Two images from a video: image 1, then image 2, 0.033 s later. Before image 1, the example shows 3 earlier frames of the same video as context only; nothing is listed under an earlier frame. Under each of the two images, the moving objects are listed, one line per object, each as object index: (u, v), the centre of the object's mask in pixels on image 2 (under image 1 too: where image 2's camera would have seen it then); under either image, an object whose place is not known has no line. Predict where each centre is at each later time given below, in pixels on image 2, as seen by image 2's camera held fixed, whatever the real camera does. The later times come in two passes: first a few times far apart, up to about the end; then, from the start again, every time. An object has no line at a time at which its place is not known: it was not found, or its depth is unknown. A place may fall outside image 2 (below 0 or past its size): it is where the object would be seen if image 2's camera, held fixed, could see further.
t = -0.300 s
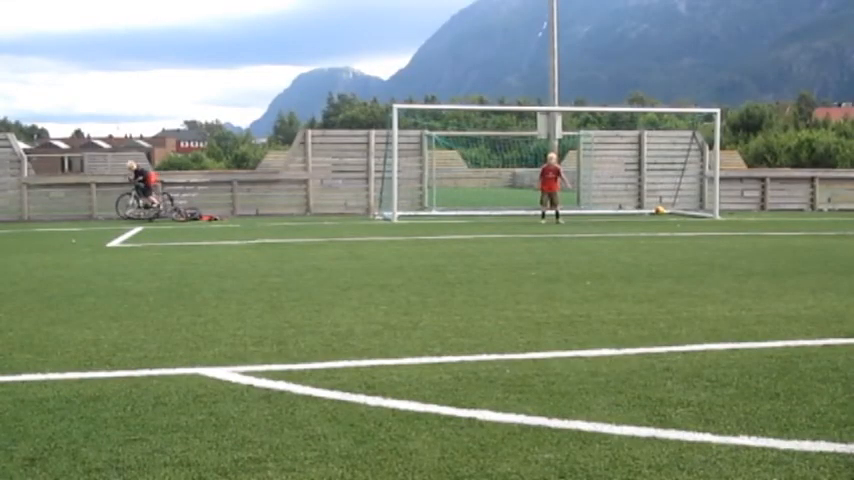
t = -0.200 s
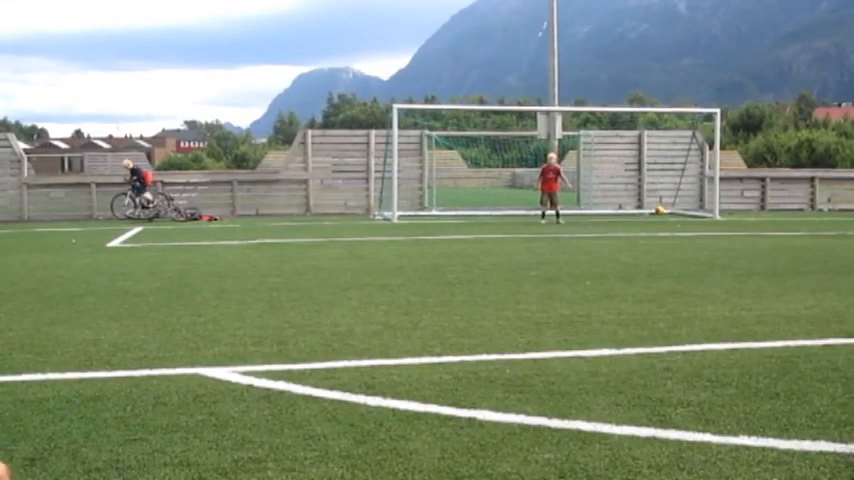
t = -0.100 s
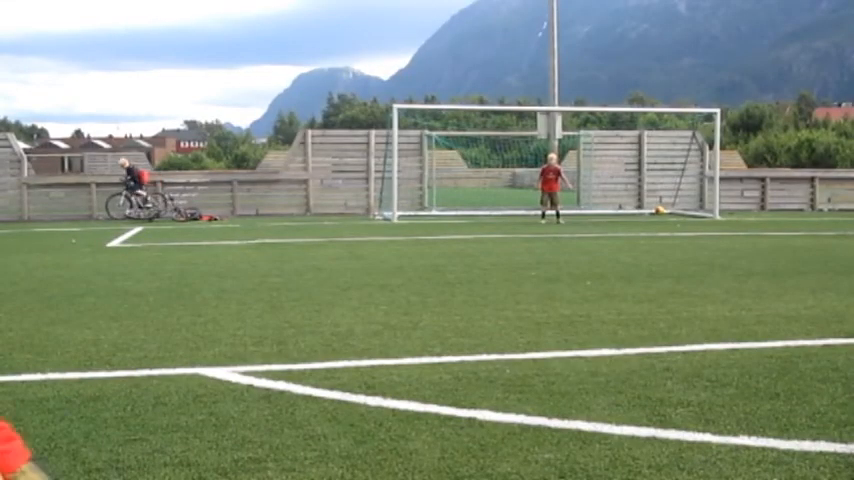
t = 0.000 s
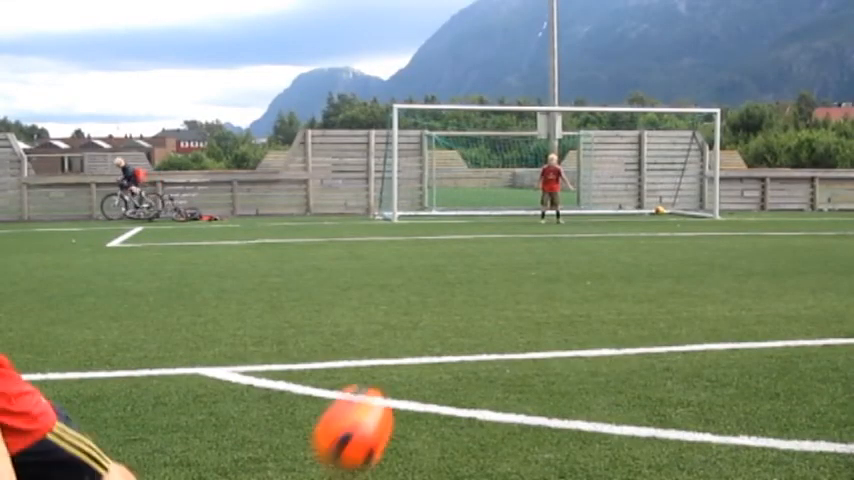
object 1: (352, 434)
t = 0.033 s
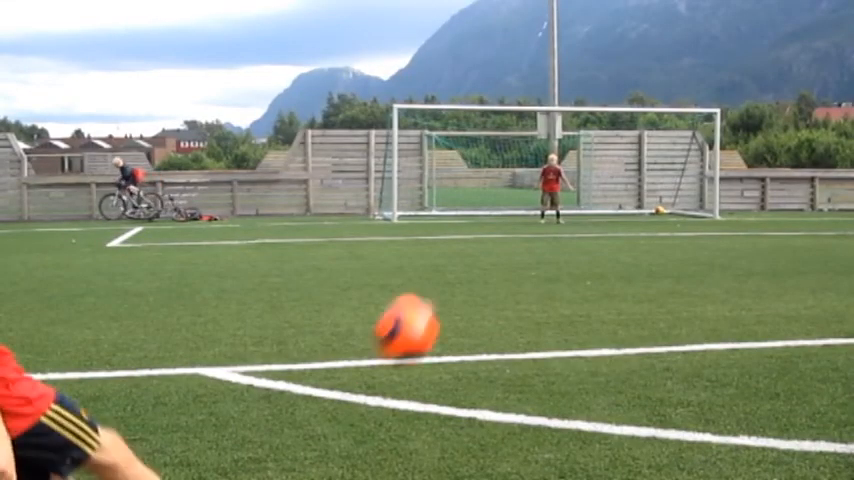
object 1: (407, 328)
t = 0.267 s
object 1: (555, 72)
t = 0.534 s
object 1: (602, 22)
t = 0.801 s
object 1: (622, 31)
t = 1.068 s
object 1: (633, 65)
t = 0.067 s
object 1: (444, 258)
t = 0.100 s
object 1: (475, 204)
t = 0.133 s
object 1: (497, 164)
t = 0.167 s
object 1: (516, 133)
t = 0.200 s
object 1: (531, 108)
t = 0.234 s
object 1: (544, 89)
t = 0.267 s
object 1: (555, 72)
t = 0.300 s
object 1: (564, 60)
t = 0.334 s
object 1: (572, 50)
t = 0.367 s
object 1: (580, 41)
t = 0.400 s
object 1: (585, 35)
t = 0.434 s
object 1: (590, 30)
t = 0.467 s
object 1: (595, 26)
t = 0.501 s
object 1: (599, 23)
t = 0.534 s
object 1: (602, 22)
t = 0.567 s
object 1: (605, 21)
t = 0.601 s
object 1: (608, 21)
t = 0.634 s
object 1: (611, 21)
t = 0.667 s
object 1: (613, 22)
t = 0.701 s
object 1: (616, 24)
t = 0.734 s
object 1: (618, 26)
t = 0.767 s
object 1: (620, 28)
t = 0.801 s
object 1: (622, 31)
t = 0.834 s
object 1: (623, 34)
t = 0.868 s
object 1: (625, 38)
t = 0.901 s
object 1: (627, 42)
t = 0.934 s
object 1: (628, 46)
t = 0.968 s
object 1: (630, 50)
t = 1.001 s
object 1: (631, 55)
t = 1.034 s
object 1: (632, 60)
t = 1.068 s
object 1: (633, 65)
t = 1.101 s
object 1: (633, 70)
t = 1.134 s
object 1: (634, 76)
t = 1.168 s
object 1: (635, 81)
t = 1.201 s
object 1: (636, 88)
